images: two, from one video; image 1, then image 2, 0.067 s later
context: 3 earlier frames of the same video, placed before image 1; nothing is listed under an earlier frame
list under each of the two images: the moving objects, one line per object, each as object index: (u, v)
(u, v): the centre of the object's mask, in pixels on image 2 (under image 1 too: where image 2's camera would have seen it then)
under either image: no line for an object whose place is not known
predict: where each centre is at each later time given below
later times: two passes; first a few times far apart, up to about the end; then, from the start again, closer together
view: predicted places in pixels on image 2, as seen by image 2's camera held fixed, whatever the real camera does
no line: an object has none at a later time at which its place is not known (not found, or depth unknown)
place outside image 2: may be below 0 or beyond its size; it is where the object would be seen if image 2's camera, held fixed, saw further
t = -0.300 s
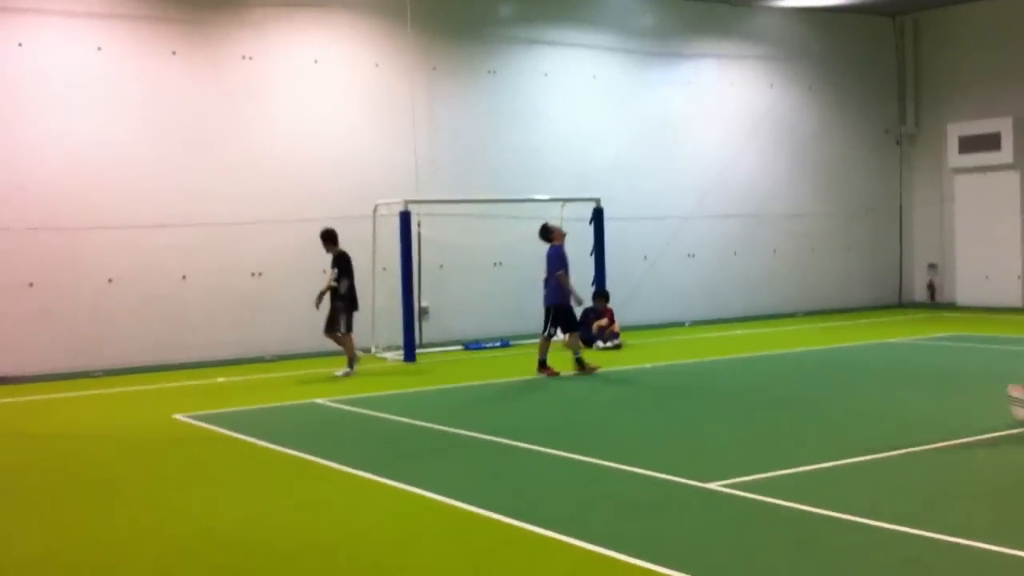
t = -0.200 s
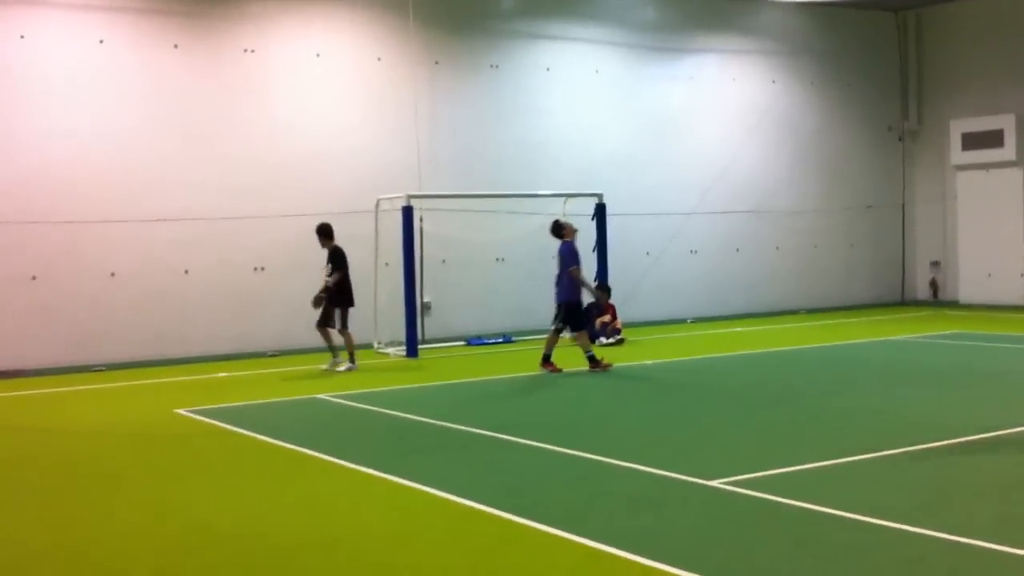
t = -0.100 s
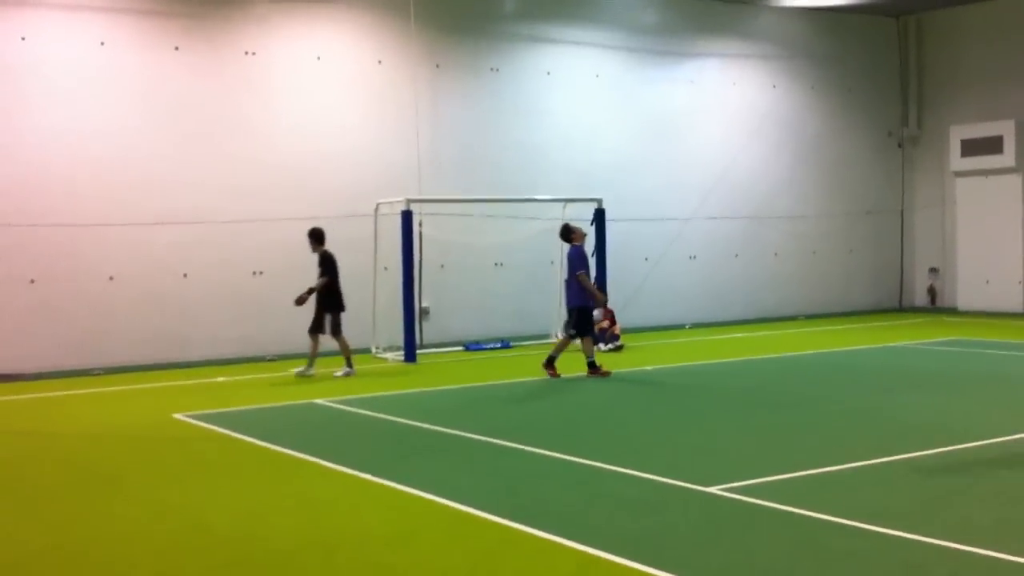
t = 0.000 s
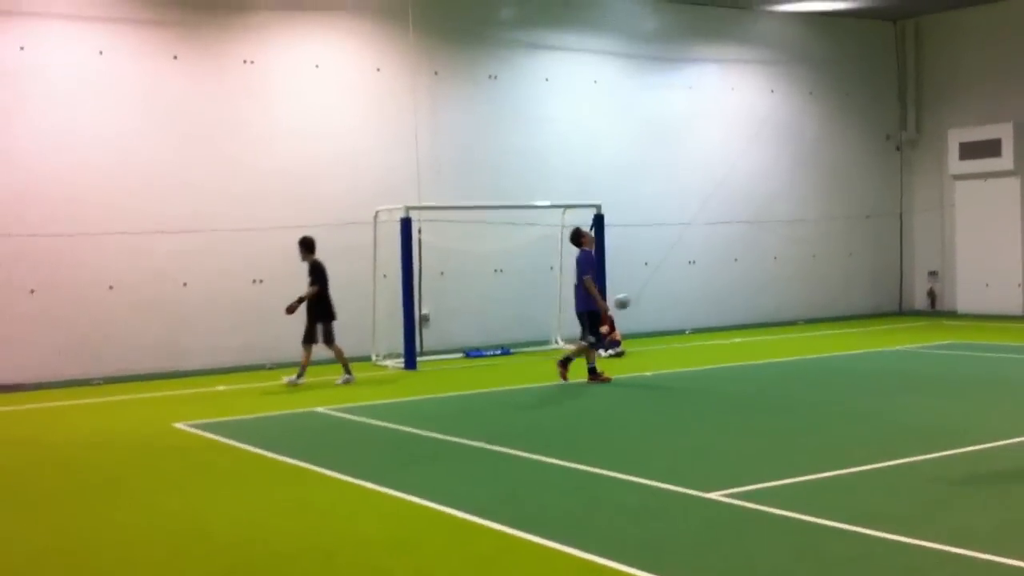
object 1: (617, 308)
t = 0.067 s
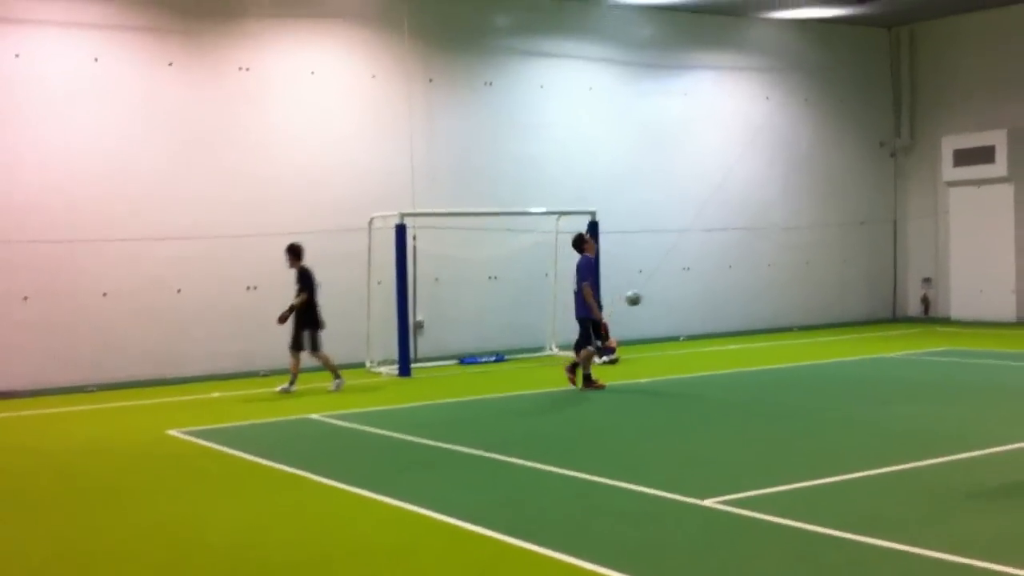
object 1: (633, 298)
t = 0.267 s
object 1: (691, 285)
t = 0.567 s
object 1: (794, 334)
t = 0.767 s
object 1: (865, 365)
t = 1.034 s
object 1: (949, 346)
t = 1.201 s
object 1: (1006, 376)
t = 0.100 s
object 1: (644, 294)
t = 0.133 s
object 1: (653, 290)
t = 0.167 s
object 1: (661, 288)
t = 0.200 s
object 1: (671, 285)
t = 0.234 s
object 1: (682, 284)
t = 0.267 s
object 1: (691, 285)
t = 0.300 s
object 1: (701, 285)
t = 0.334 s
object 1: (711, 288)
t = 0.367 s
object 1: (722, 291)
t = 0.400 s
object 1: (733, 296)
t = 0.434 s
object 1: (745, 302)
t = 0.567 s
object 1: (794, 334)
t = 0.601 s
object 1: (808, 347)
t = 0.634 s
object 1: (820, 358)
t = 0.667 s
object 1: (835, 376)
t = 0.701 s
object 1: (846, 377)
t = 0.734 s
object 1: (856, 371)
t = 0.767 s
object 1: (865, 365)
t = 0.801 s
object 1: (876, 358)
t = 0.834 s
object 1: (885, 353)
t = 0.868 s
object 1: (895, 349)
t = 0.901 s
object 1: (905, 347)
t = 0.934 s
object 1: (915, 345)
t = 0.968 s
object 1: (926, 344)
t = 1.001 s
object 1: (937, 344)
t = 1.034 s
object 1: (949, 346)
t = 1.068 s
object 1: (959, 349)
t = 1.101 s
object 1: (970, 354)
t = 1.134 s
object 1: (982, 360)
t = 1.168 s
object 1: (994, 367)
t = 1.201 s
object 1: (1006, 376)
